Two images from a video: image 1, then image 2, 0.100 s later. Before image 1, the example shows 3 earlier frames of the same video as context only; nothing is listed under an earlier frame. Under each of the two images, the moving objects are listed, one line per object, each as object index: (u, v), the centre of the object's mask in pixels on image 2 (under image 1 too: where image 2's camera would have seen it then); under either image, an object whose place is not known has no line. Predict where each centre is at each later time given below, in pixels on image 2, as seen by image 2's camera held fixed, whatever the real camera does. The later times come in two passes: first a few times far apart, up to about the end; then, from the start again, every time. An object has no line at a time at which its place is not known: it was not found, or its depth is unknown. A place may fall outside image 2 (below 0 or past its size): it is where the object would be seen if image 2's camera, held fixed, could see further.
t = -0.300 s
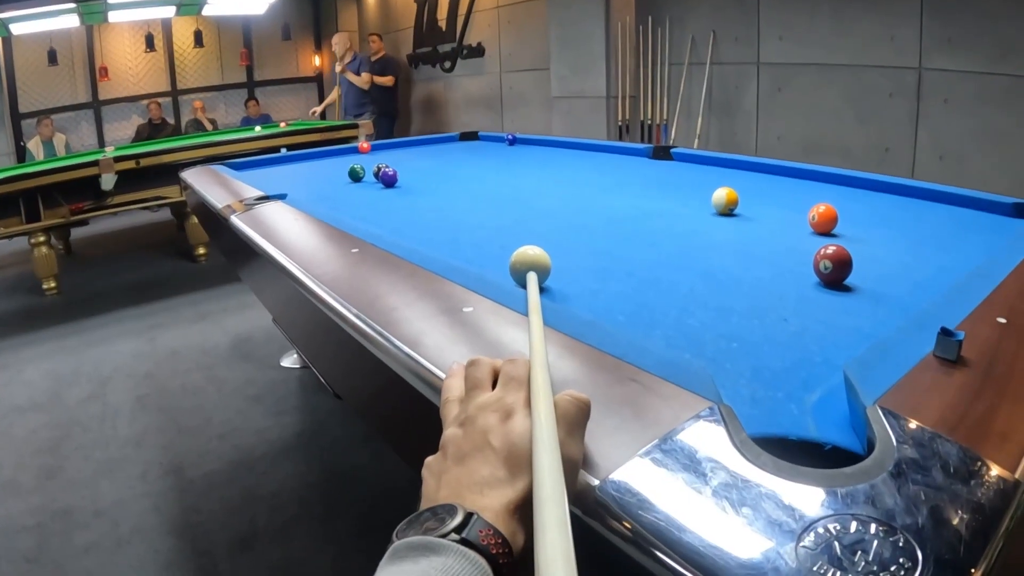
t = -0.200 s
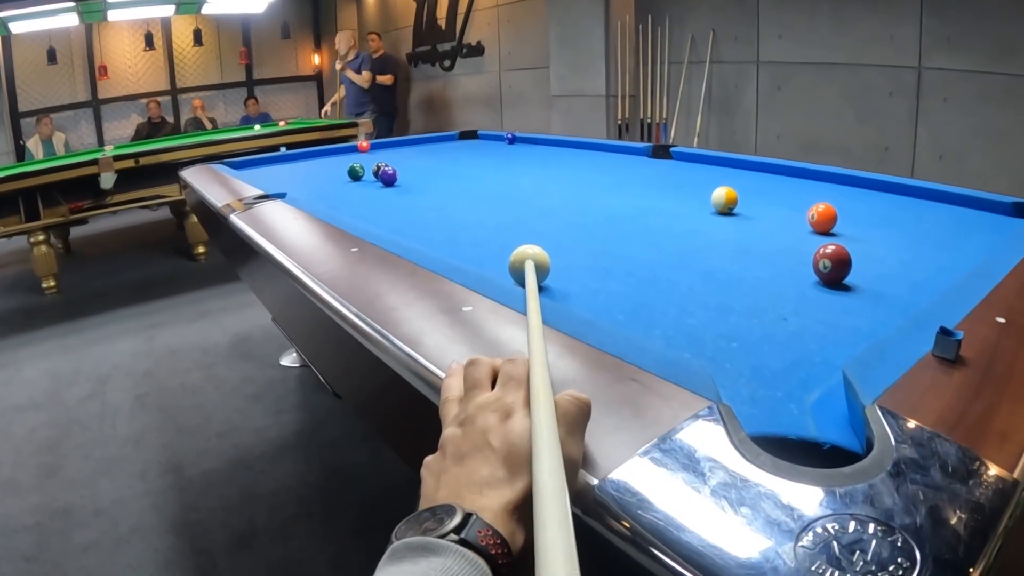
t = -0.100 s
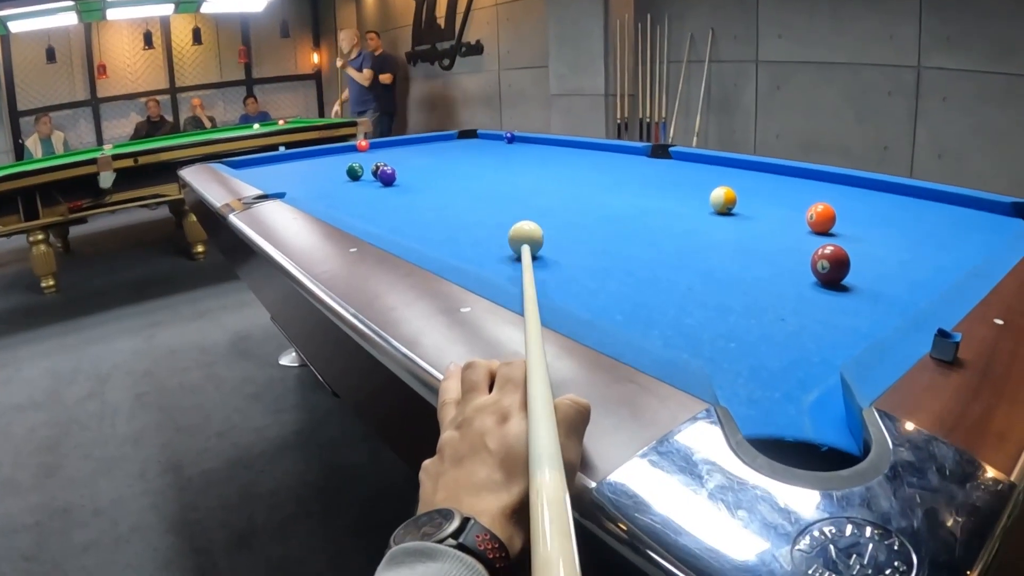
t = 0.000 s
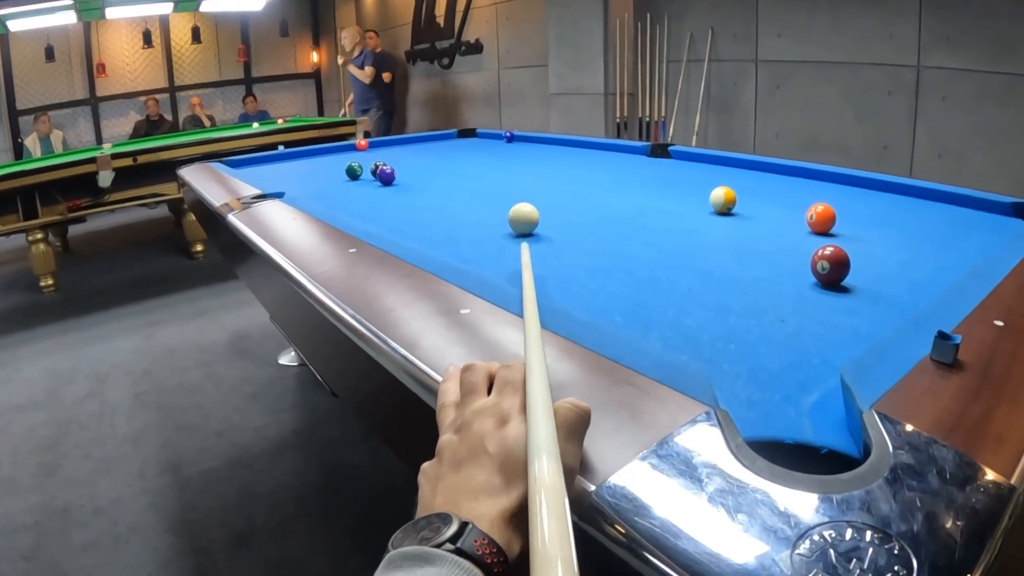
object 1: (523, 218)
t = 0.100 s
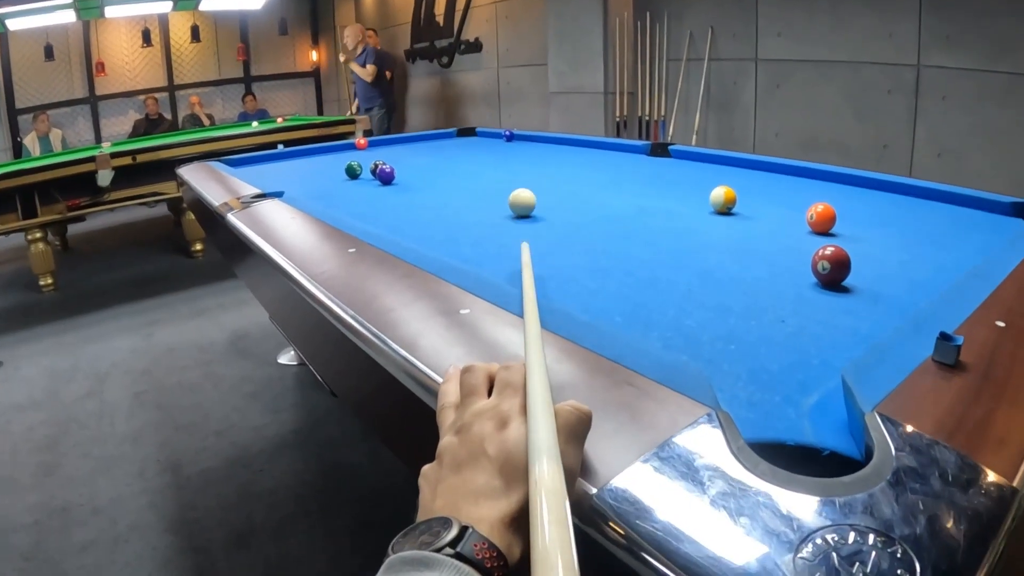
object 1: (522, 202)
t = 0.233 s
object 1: (521, 186)
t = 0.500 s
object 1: (519, 164)
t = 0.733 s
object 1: (517, 151)
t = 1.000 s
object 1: (516, 140)
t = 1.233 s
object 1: (516, 134)
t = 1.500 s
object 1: (484, 136)
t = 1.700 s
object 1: (459, 134)
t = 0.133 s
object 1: (522, 198)
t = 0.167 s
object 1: (521, 194)
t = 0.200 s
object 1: (521, 190)
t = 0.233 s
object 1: (521, 186)
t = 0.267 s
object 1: (521, 183)
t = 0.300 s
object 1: (520, 180)
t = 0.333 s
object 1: (520, 177)
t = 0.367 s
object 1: (520, 174)
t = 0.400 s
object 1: (519, 171)
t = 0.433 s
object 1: (519, 168)
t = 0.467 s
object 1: (519, 166)
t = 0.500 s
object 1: (519, 164)
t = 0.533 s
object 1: (518, 162)
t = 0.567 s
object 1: (518, 160)
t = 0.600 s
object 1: (518, 158)
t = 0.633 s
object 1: (518, 156)
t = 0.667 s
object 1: (517, 154)
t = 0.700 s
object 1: (517, 152)
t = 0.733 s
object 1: (517, 151)
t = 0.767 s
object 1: (517, 149)
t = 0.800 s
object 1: (516, 148)
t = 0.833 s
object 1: (516, 146)
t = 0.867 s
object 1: (516, 145)
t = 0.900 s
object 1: (516, 144)
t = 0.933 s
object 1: (516, 142)
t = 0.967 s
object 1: (516, 141)
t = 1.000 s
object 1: (516, 140)
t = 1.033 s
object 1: (516, 140)
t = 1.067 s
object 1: (515, 138)
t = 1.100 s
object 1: (515, 138)
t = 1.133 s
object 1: (515, 136)
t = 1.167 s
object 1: (515, 136)
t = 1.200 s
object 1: (515, 135)
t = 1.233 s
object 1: (516, 134)
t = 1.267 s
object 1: (512, 134)
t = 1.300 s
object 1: (508, 135)
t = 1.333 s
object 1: (504, 135)
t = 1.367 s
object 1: (500, 135)
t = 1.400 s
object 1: (496, 135)
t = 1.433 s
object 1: (492, 136)
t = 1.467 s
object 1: (488, 136)
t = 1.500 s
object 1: (484, 136)
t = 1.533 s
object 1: (480, 135)
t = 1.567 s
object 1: (476, 135)
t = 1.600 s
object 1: (472, 135)
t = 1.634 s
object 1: (468, 135)
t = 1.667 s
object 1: (463, 134)
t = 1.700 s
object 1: (459, 134)
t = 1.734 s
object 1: (455, 133)
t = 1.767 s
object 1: (451, 132)
